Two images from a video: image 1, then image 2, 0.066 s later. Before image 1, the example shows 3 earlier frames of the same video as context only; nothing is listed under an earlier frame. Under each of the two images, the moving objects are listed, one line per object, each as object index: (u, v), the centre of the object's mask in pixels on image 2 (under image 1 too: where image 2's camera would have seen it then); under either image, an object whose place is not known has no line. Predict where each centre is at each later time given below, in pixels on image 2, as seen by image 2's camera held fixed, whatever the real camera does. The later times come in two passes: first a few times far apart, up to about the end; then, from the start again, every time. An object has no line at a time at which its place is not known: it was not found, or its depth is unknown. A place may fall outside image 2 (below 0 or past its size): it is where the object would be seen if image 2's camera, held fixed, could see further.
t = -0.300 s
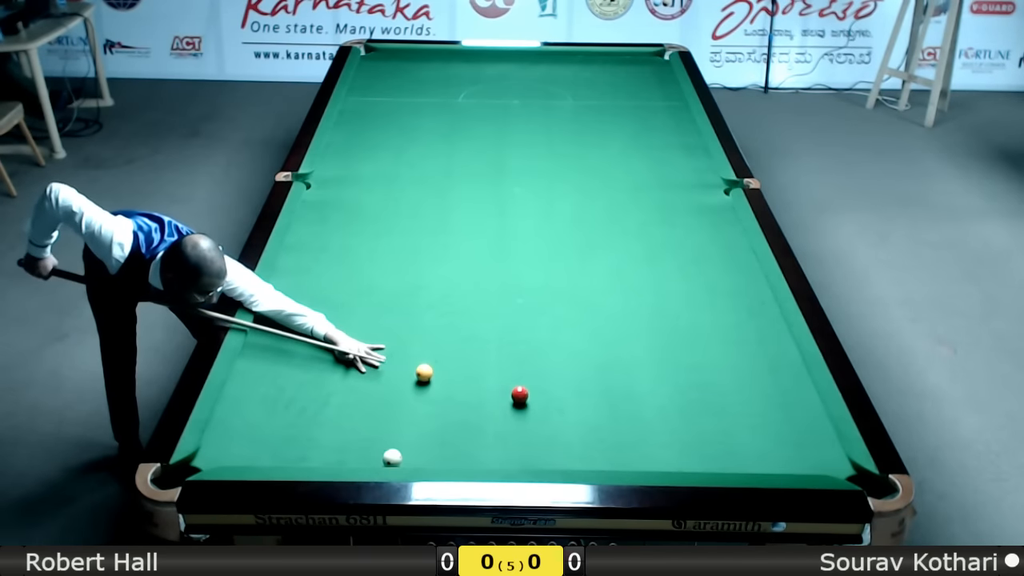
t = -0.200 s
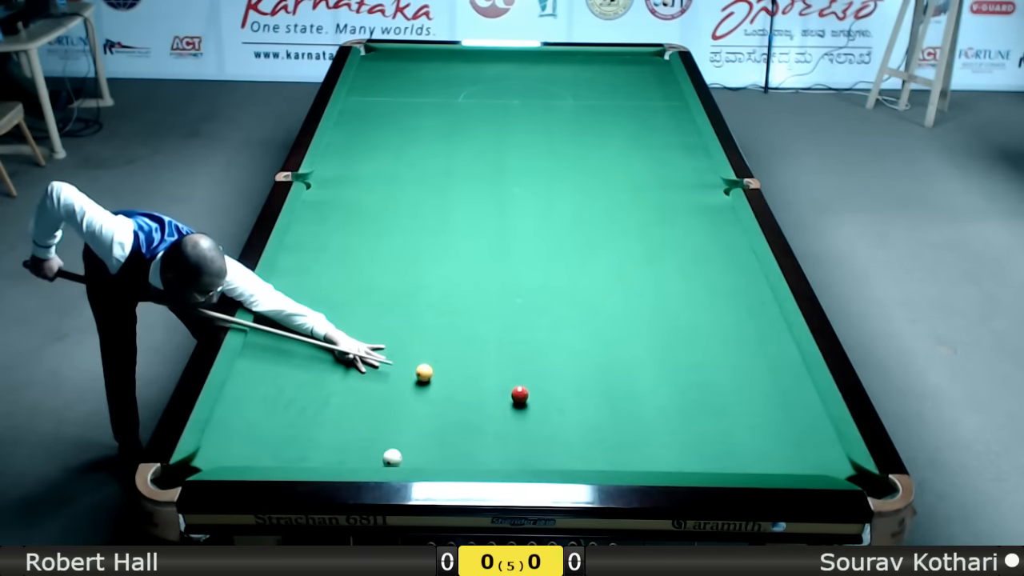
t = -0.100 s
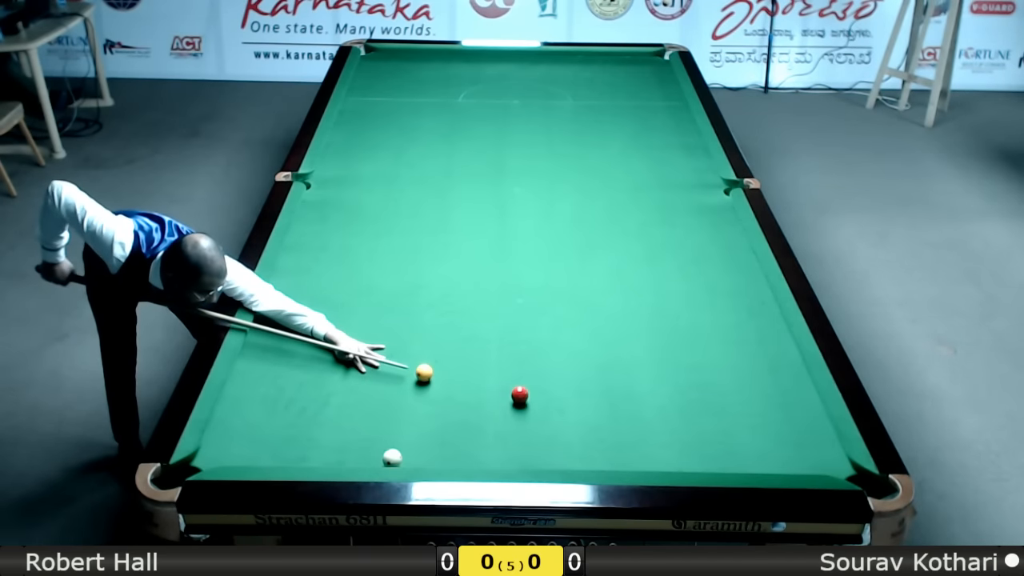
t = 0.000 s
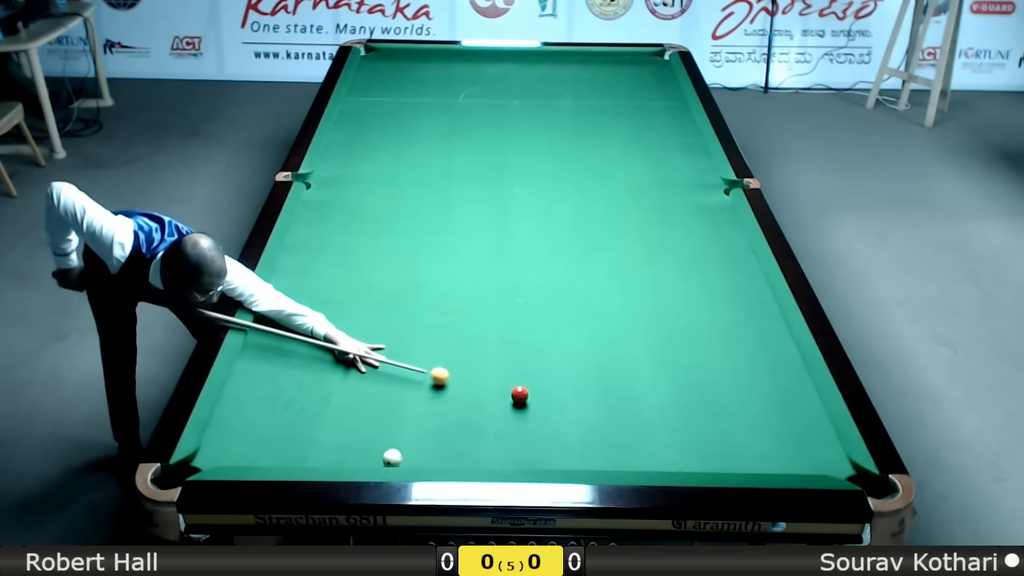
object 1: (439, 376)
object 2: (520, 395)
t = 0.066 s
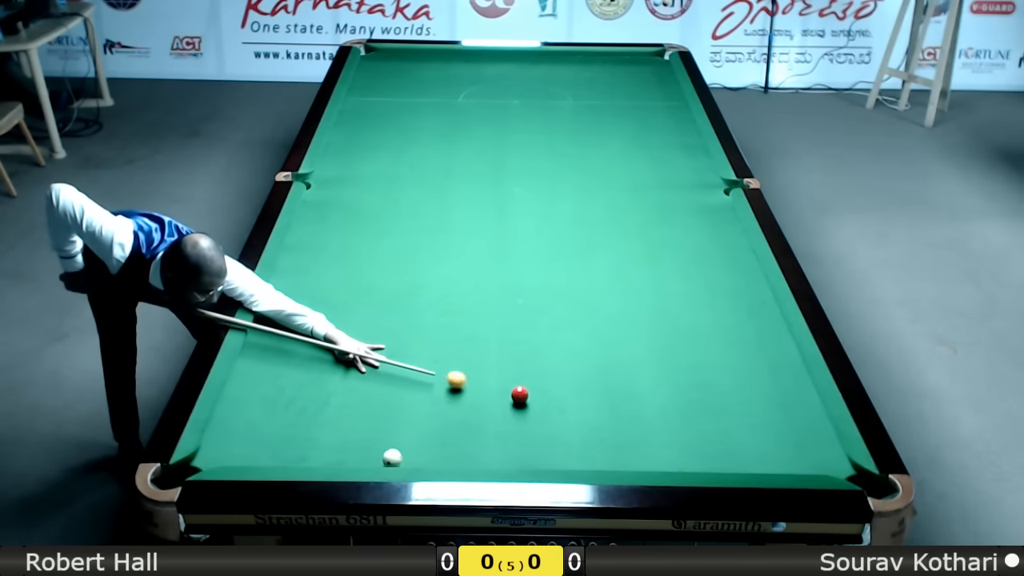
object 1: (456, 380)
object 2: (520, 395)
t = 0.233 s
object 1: (497, 389)
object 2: (520, 395)
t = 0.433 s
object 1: (511, 393)
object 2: (551, 402)
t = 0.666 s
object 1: (523, 396)
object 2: (587, 411)
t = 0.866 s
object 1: (533, 398)
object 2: (617, 418)
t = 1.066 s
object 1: (541, 400)
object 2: (647, 425)
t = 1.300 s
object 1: (550, 402)
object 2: (681, 433)
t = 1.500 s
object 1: (557, 404)
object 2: (710, 440)
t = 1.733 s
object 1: (563, 405)
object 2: (742, 448)
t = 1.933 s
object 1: (567, 406)
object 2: (768, 454)
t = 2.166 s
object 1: (571, 407)
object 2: (798, 461)
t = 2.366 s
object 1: (573, 408)
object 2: (823, 466)
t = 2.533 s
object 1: (574, 408)
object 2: (842, 470)
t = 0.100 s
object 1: (464, 382)
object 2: (520, 395)
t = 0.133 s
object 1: (473, 384)
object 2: (520, 395)
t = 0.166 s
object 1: (481, 385)
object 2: (520, 395)
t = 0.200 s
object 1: (489, 387)
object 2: (520, 395)
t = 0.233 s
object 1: (497, 389)
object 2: (520, 395)
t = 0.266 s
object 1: (503, 391)
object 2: (521, 395)
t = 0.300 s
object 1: (504, 391)
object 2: (528, 397)
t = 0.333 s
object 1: (505, 392)
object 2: (535, 398)
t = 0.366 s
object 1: (507, 392)
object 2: (540, 400)
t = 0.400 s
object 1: (509, 393)
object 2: (546, 401)
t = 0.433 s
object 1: (511, 393)
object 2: (551, 402)
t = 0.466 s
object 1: (513, 393)
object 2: (556, 403)
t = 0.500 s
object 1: (515, 394)
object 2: (561, 405)
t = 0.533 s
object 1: (516, 394)
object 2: (566, 406)
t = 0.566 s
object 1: (518, 395)
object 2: (571, 407)
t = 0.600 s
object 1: (520, 395)
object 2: (577, 409)
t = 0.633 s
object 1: (522, 395)
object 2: (582, 410)
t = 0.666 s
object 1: (523, 396)
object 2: (587, 411)
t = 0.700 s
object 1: (525, 396)
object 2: (592, 412)
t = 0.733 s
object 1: (527, 396)
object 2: (597, 413)
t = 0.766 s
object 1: (528, 397)
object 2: (602, 414)
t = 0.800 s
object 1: (530, 397)
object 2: (607, 416)
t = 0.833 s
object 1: (531, 397)
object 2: (612, 417)
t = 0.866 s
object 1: (533, 398)
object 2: (617, 418)
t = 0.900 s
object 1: (534, 398)
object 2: (623, 419)
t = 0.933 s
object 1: (536, 399)
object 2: (627, 421)
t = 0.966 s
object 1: (537, 399)
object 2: (633, 422)
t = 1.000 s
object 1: (539, 399)
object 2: (637, 423)
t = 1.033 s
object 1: (540, 400)
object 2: (642, 424)
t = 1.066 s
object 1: (541, 400)
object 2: (647, 425)
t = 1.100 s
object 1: (543, 400)
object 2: (652, 426)
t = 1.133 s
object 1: (544, 401)
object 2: (657, 428)
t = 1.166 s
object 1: (545, 401)
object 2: (662, 429)
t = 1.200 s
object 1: (546, 401)
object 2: (667, 430)
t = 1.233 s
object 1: (548, 402)
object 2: (672, 431)
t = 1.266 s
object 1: (549, 402)
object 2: (676, 432)
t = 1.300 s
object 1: (550, 402)
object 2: (681, 433)
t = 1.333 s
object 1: (551, 403)
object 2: (686, 434)
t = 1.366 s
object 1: (552, 403)
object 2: (691, 435)
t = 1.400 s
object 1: (553, 403)
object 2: (696, 436)
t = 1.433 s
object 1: (554, 403)
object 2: (700, 438)
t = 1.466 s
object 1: (556, 404)
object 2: (705, 439)
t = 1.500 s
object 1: (557, 404)
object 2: (710, 440)
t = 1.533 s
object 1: (557, 404)
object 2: (714, 441)
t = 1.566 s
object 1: (558, 404)
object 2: (719, 442)
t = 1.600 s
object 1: (559, 405)
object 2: (723, 443)
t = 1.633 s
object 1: (560, 405)
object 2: (728, 445)
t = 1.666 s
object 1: (561, 405)
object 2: (733, 446)
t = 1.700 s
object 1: (562, 405)
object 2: (737, 447)
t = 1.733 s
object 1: (563, 405)
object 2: (742, 448)
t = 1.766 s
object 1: (564, 406)
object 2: (746, 449)
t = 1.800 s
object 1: (564, 406)
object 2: (751, 449)
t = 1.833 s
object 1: (565, 406)
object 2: (755, 451)
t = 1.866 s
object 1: (566, 406)
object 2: (760, 452)
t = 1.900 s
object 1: (566, 406)
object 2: (764, 453)
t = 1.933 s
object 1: (567, 406)
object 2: (768, 454)
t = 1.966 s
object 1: (567, 407)
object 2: (773, 455)
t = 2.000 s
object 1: (568, 406)
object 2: (777, 456)
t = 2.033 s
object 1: (568, 407)
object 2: (781, 457)
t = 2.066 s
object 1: (569, 407)
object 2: (786, 458)
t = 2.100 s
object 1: (570, 407)
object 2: (790, 459)
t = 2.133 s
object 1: (570, 407)
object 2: (794, 460)
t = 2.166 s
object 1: (571, 407)
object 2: (798, 461)
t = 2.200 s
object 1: (571, 407)
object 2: (802, 462)
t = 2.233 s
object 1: (571, 407)
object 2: (807, 463)
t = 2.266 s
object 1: (572, 408)
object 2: (811, 464)
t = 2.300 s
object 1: (572, 408)
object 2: (815, 465)
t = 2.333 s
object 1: (573, 408)
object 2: (819, 465)
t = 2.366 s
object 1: (573, 408)
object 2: (823, 466)
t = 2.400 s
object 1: (573, 408)
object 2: (827, 466)
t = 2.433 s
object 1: (573, 408)
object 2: (831, 468)
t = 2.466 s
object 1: (573, 408)
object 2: (835, 469)
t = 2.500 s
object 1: (574, 408)
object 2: (839, 469)
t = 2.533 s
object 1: (574, 408)
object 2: (842, 470)
